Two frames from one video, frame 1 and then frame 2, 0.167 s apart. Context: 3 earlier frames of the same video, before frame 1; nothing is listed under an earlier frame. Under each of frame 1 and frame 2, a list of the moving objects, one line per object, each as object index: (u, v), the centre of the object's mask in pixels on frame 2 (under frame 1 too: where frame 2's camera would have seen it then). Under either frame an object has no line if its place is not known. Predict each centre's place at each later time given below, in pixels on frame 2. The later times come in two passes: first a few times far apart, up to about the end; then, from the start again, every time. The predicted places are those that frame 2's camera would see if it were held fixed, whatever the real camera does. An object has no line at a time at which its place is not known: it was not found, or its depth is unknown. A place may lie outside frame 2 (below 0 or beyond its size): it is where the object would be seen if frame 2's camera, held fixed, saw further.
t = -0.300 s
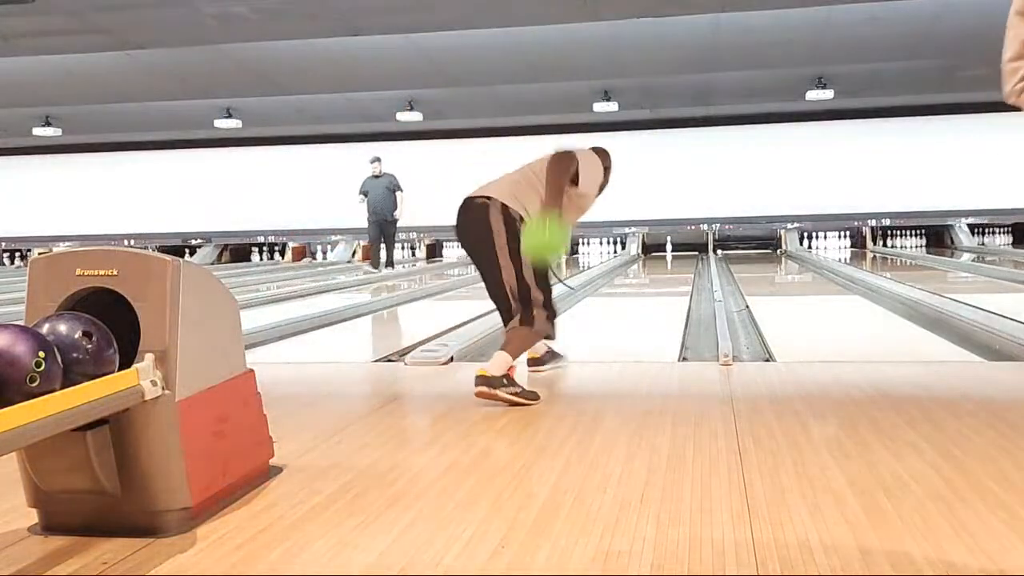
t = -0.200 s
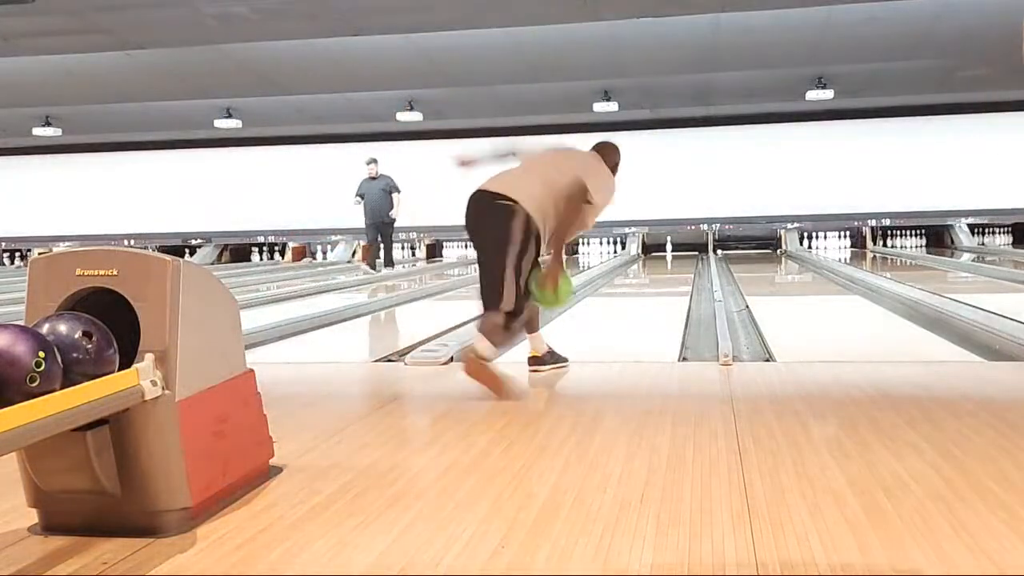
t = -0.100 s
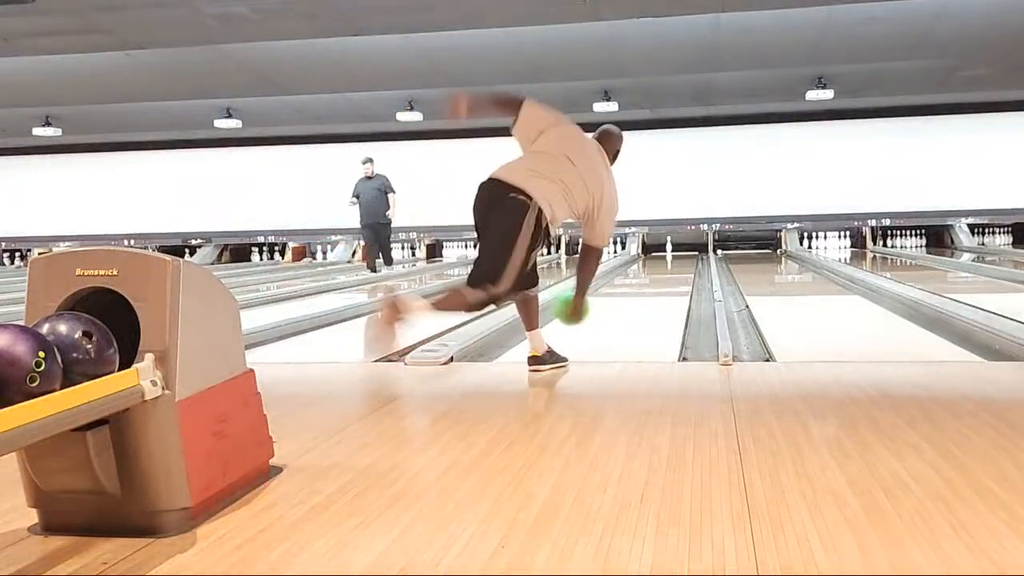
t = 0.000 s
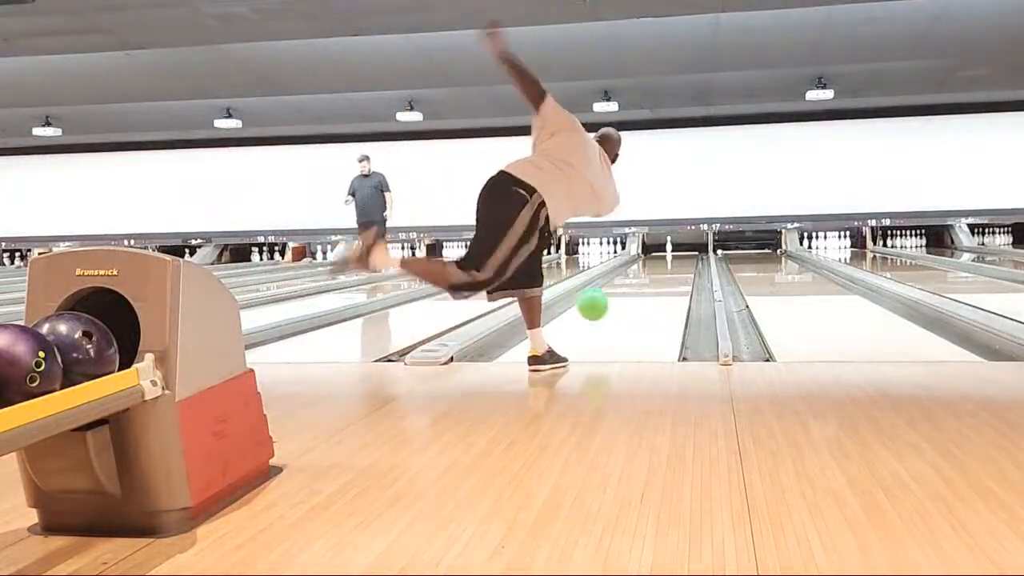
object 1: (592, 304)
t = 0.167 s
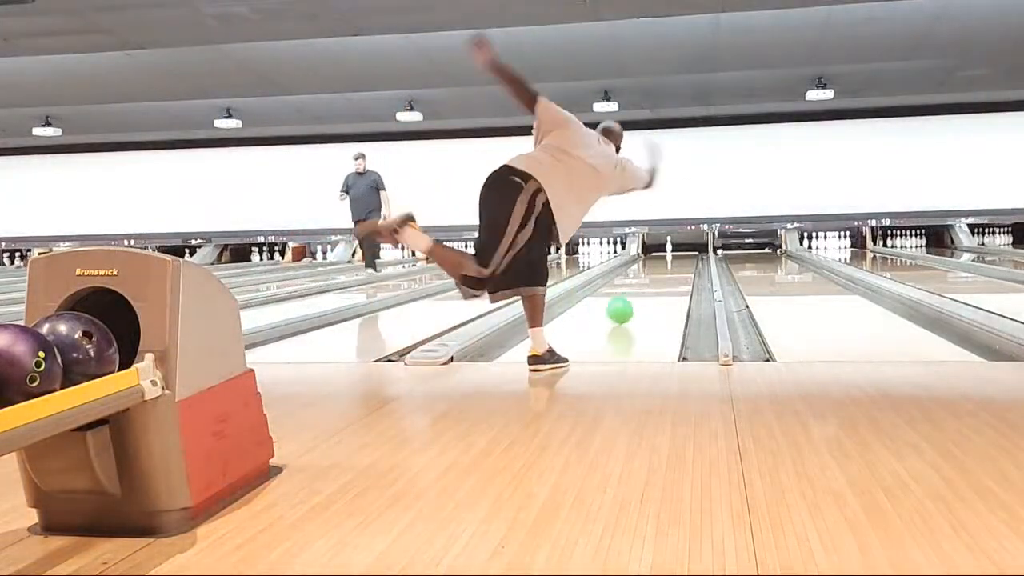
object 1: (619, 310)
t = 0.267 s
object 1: (632, 302)
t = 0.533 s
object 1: (654, 285)
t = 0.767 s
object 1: (667, 276)
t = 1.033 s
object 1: (678, 267)
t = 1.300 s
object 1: (684, 262)
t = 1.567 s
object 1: (688, 257)
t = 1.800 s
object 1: (689, 254)
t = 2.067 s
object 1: (684, 251)
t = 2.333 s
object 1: (677, 248)
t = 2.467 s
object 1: (676, 247)
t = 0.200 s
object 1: (624, 307)
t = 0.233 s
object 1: (628, 305)
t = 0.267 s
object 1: (632, 302)
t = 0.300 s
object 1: (635, 300)
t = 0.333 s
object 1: (639, 297)
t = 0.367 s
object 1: (642, 294)
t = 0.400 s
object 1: (644, 293)
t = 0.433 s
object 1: (647, 290)
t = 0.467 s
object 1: (650, 288)
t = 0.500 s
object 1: (652, 286)
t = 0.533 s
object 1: (654, 285)
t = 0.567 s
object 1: (656, 284)
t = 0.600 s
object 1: (657, 283)
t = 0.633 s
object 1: (660, 281)
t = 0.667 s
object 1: (662, 280)
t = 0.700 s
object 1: (664, 279)
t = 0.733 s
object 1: (666, 277)
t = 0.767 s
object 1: (667, 276)
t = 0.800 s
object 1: (669, 275)
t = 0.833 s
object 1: (671, 274)
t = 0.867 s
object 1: (672, 272)
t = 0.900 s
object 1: (673, 272)
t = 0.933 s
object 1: (674, 271)
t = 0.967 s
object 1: (676, 269)
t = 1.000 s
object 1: (677, 268)
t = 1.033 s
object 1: (678, 267)
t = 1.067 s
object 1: (679, 266)
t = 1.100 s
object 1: (680, 266)
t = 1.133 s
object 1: (681, 265)
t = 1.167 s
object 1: (681, 264)
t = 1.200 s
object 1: (682, 263)
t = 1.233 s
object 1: (683, 263)
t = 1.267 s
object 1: (683, 262)
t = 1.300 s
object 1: (684, 262)
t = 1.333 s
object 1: (685, 261)
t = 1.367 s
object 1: (686, 260)
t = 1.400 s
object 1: (686, 260)
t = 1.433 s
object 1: (686, 260)
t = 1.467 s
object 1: (687, 259)
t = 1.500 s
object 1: (688, 258)
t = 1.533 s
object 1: (688, 257)
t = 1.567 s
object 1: (688, 257)
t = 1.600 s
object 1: (688, 256)
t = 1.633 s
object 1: (689, 256)
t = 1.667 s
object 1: (689, 255)
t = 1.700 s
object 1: (689, 255)
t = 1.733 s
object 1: (689, 255)
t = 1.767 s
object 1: (688, 254)
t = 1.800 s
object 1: (689, 254)
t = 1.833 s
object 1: (688, 253)
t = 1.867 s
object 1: (688, 253)
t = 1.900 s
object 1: (687, 252)
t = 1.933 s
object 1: (686, 252)
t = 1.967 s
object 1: (686, 252)
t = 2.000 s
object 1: (685, 252)
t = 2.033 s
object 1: (685, 251)
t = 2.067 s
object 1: (684, 251)
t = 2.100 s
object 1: (682, 250)
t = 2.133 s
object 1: (682, 250)
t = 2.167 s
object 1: (681, 250)
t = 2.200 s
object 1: (680, 250)
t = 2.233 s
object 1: (679, 249)
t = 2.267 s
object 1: (678, 249)
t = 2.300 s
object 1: (677, 248)
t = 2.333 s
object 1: (677, 248)
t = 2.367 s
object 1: (676, 248)
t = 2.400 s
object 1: (675, 247)
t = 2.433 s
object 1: (675, 247)
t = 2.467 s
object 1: (676, 247)
